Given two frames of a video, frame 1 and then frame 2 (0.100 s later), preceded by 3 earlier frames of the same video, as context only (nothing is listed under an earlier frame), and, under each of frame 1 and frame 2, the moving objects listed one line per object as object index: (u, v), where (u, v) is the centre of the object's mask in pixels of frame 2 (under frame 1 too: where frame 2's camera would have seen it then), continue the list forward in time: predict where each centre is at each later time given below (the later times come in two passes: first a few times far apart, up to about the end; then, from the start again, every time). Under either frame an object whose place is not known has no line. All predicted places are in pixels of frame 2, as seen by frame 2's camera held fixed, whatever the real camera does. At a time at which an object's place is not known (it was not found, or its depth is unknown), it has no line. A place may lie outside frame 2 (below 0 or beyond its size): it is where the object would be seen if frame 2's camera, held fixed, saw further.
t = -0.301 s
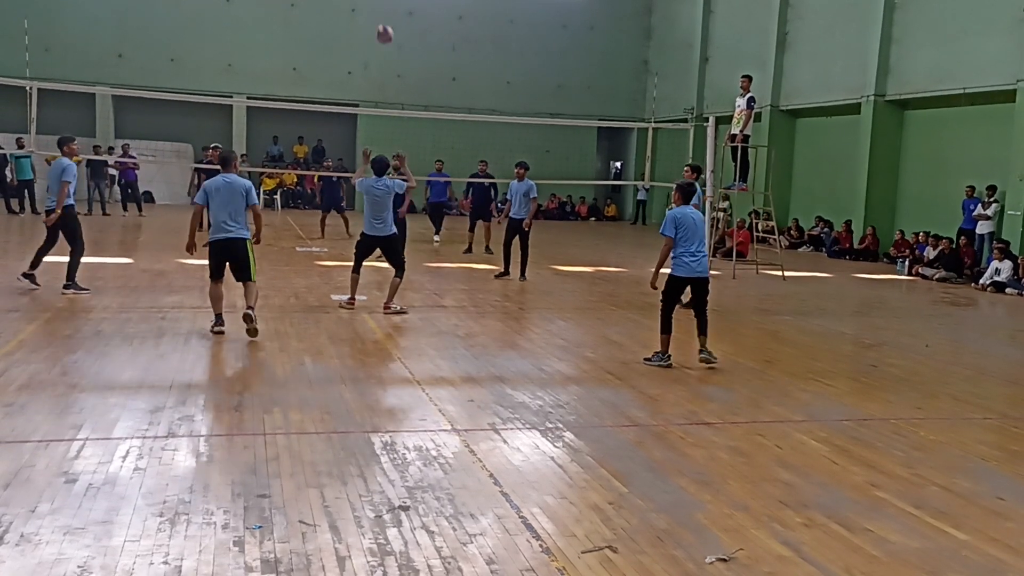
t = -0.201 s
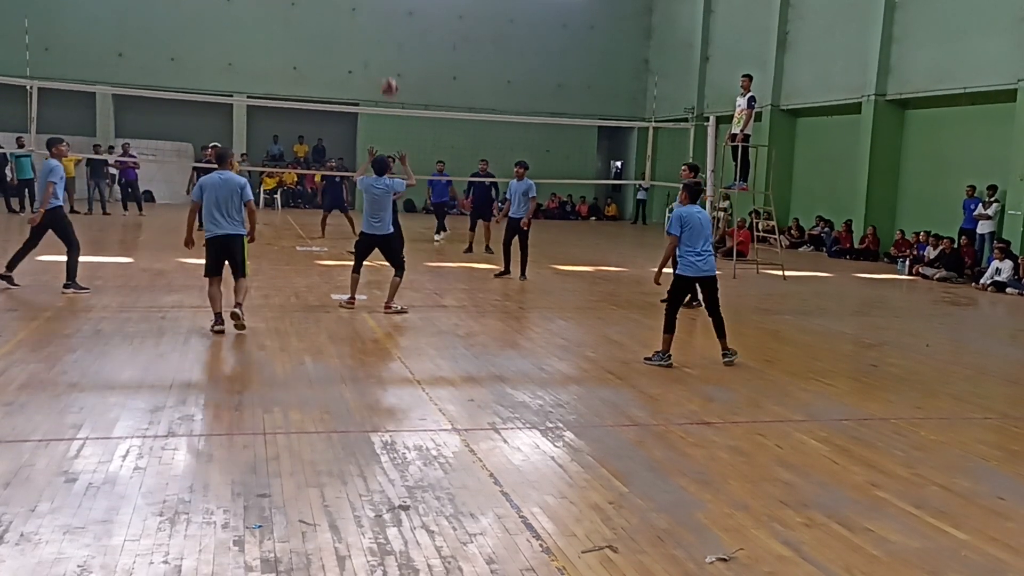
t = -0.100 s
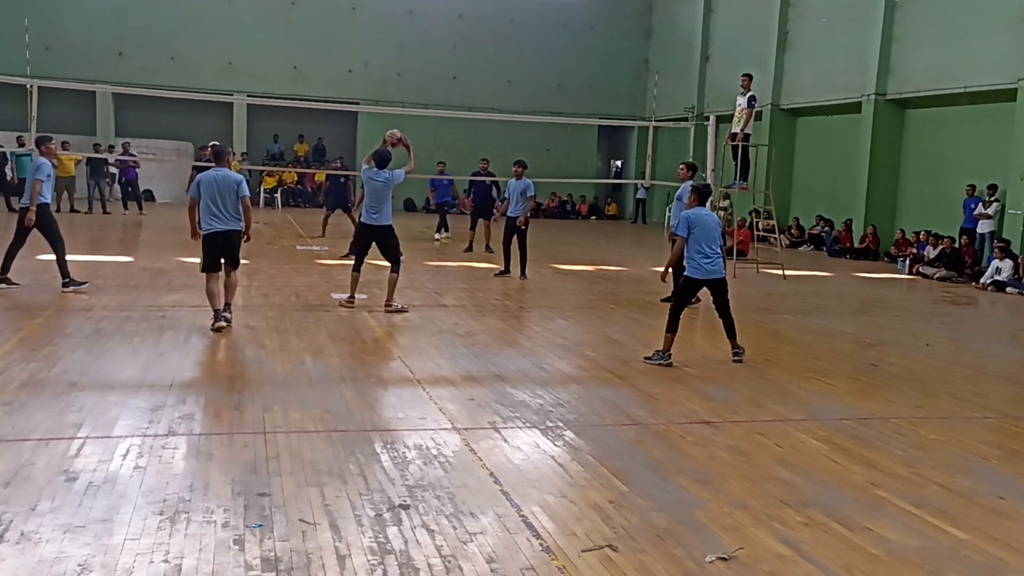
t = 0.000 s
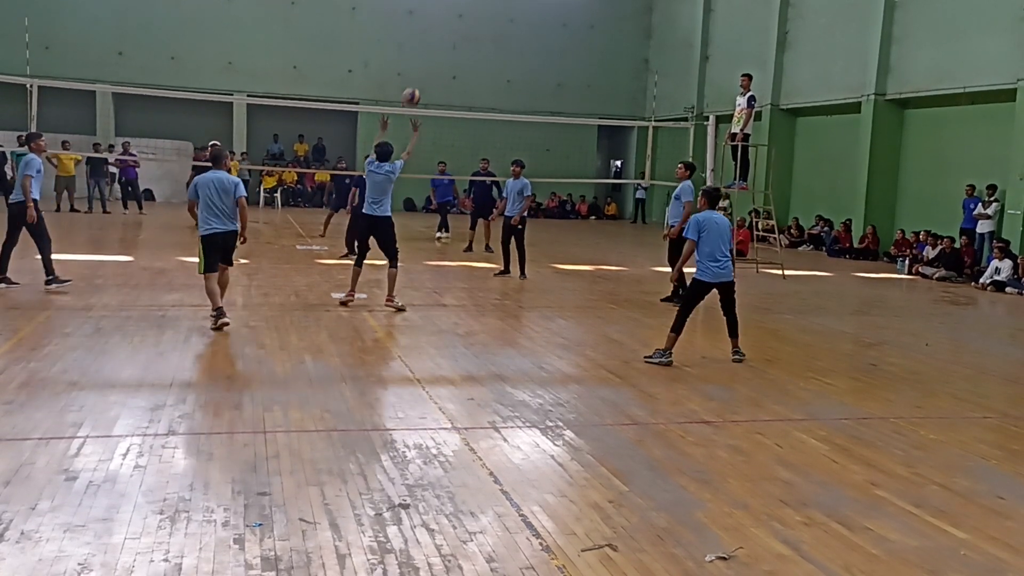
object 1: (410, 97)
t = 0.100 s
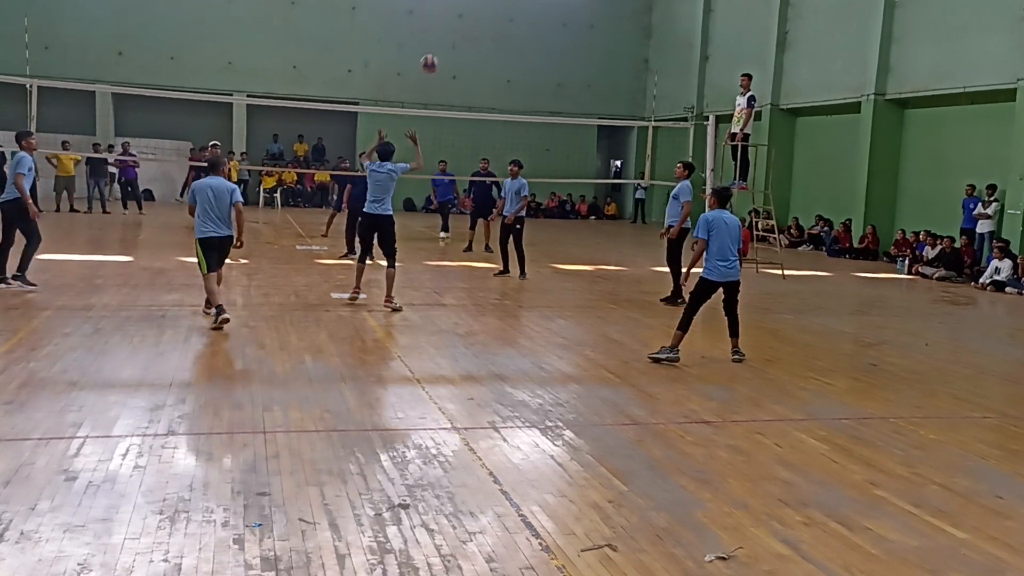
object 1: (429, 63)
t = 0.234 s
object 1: (451, 34)
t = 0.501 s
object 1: (487, 23)
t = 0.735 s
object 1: (514, 57)
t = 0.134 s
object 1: (435, 54)
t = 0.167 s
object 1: (440, 46)
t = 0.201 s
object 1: (446, 40)
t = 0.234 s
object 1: (451, 34)
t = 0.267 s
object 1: (456, 29)
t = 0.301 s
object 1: (460, 25)
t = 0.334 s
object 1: (465, 23)
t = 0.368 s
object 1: (470, 21)
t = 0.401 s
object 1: (475, 20)
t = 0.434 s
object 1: (479, 20)
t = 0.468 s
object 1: (483, 21)
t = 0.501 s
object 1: (487, 23)
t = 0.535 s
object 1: (492, 25)
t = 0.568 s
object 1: (496, 29)
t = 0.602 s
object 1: (499, 33)
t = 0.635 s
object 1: (503, 38)
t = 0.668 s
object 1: (507, 44)
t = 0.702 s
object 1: (511, 50)
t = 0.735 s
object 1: (514, 57)
